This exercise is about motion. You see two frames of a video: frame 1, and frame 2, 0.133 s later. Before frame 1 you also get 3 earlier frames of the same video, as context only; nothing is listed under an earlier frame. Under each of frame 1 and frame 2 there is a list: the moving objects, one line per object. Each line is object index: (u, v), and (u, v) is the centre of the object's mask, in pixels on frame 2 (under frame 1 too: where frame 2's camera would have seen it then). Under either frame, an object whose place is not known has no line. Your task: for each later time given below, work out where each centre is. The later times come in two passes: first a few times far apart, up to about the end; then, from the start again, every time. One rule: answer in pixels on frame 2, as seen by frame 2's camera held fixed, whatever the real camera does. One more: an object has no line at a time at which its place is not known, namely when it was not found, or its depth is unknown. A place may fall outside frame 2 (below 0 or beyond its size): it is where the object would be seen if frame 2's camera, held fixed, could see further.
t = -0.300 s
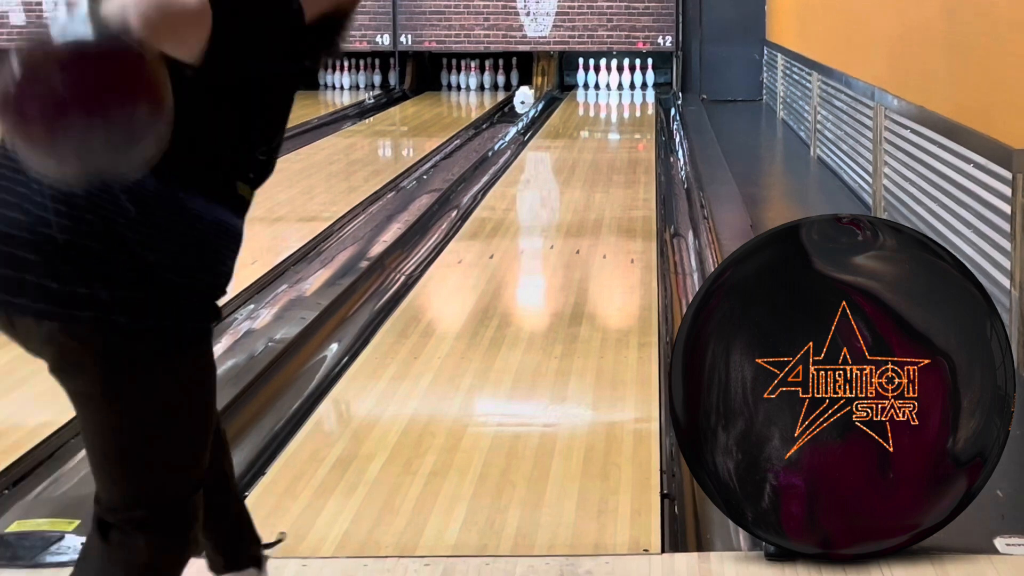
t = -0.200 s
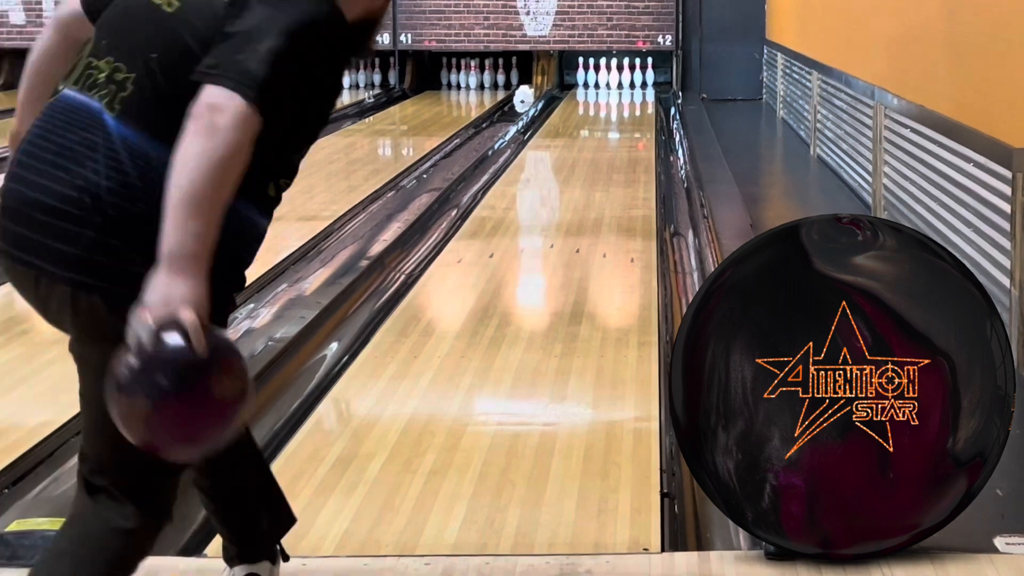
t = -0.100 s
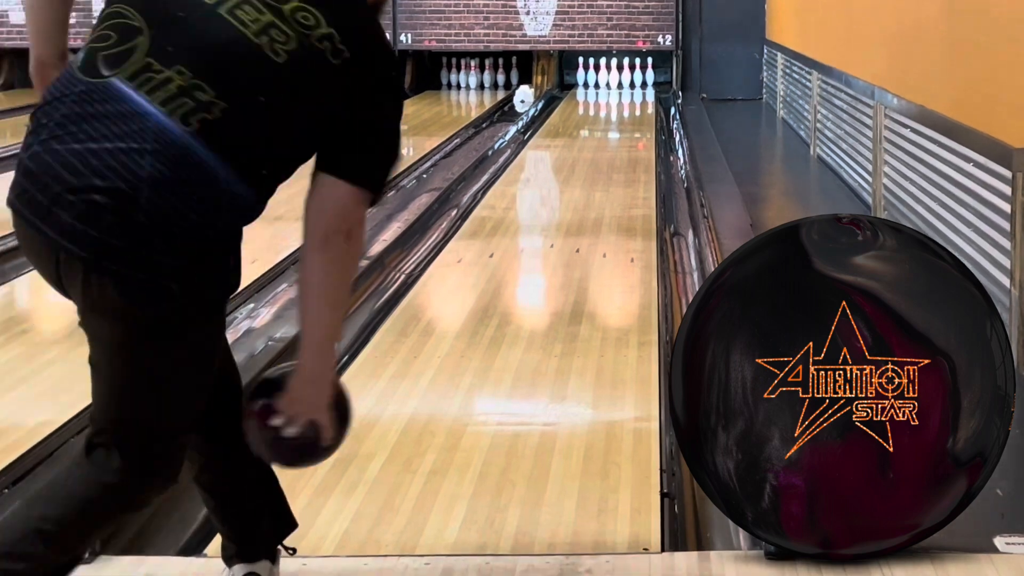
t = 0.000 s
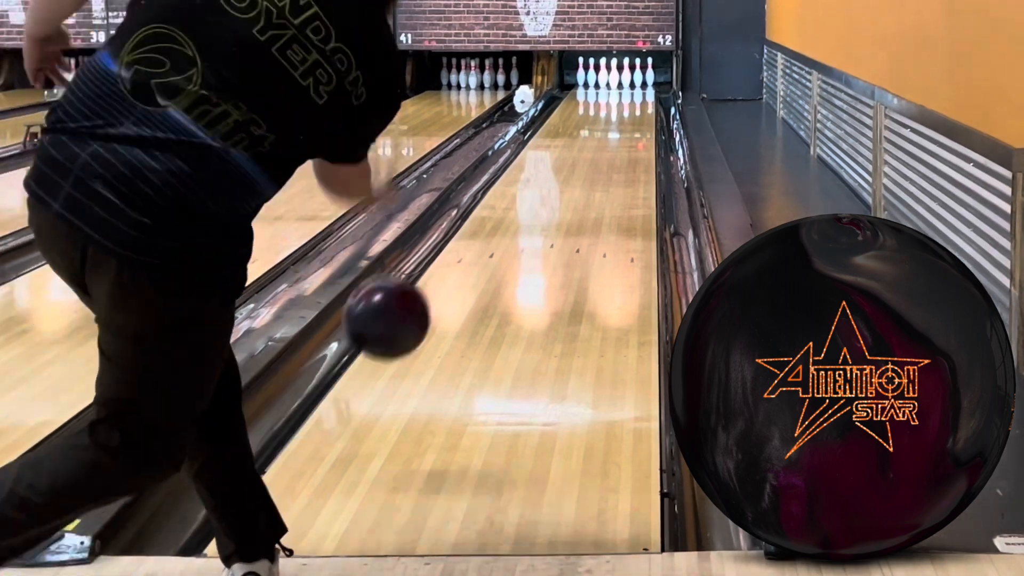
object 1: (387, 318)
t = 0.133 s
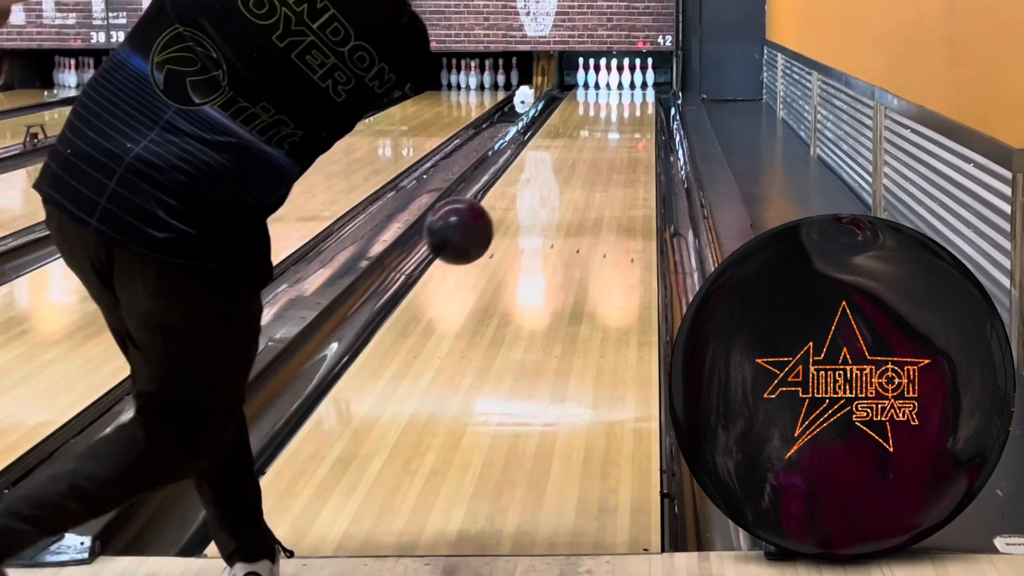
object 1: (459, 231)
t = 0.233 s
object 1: (495, 218)
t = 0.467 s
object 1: (553, 238)
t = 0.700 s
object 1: (588, 193)
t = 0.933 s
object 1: (610, 161)
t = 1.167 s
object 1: (625, 138)
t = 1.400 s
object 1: (635, 121)
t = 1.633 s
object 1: (638, 107)
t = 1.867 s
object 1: (636, 96)
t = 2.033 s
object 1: (630, 89)
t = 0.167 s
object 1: (472, 222)
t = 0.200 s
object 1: (485, 218)
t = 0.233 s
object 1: (495, 218)
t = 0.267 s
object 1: (506, 219)
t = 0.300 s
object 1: (516, 223)
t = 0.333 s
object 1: (524, 230)
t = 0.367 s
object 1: (533, 239)
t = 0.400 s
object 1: (540, 249)
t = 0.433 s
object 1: (547, 248)
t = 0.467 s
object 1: (553, 238)
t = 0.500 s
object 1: (559, 229)
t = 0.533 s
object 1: (565, 223)
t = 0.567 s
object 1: (570, 218)
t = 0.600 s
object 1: (575, 212)
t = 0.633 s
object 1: (579, 205)
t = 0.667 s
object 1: (584, 199)
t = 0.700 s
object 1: (588, 193)
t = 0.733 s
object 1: (592, 188)
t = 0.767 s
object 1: (595, 183)
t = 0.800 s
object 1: (598, 177)
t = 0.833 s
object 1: (602, 173)
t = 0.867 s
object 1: (605, 168)
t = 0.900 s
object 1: (607, 165)
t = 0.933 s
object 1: (610, 161)
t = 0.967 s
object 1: (613, 157)
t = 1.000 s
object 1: (615, 154)
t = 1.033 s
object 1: (617, 150)
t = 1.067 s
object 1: (619, 147)
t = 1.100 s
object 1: (621, 144)
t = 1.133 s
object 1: (623, 141)
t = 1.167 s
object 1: (625, 138)
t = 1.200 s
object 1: (627, 135)
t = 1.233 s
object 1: (628, 133)
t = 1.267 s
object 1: (630, 130)
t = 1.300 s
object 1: (631, 128)
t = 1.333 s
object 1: (632, 125)
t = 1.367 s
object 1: (634, 123)
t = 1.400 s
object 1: (635, 121)
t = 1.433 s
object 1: (635, 119)
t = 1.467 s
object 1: (636, 116)
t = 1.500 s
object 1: (637, 114)
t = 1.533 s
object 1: (637, 112)
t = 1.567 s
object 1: (638, 111)
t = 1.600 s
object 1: (638, 109)
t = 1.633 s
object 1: (638, 107)
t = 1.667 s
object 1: (638, 105)
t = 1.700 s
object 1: (638, 104)
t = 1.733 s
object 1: (638, 102)
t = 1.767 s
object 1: (637, 100)
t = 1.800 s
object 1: (638, 99)
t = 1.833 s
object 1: (637, 97)
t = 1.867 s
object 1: (636, 96)
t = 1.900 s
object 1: (636, 95)
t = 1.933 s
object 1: (634, 93)
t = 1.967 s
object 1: (633, 92)
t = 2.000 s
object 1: (631, 91)
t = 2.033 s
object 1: (630, 89)
